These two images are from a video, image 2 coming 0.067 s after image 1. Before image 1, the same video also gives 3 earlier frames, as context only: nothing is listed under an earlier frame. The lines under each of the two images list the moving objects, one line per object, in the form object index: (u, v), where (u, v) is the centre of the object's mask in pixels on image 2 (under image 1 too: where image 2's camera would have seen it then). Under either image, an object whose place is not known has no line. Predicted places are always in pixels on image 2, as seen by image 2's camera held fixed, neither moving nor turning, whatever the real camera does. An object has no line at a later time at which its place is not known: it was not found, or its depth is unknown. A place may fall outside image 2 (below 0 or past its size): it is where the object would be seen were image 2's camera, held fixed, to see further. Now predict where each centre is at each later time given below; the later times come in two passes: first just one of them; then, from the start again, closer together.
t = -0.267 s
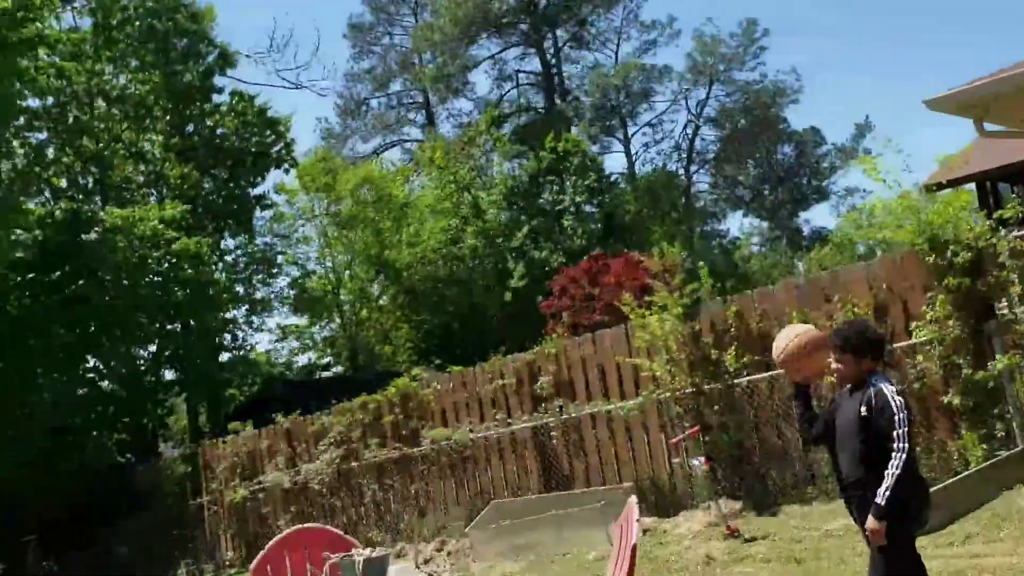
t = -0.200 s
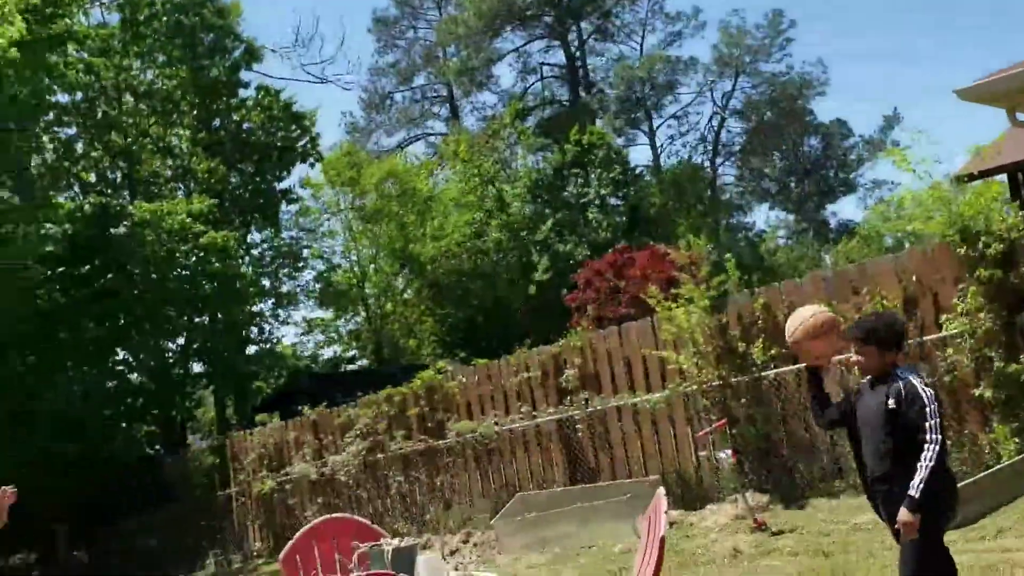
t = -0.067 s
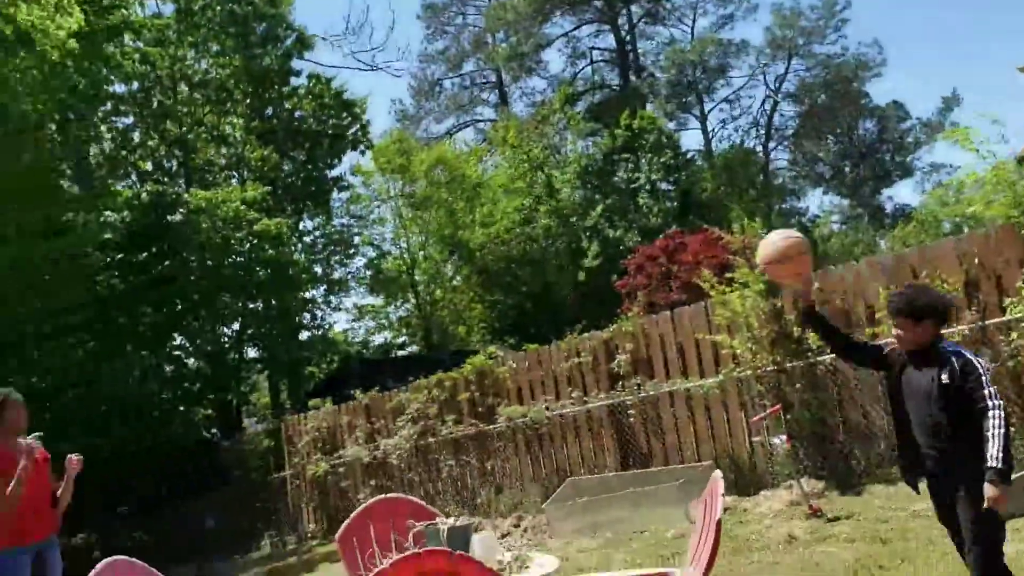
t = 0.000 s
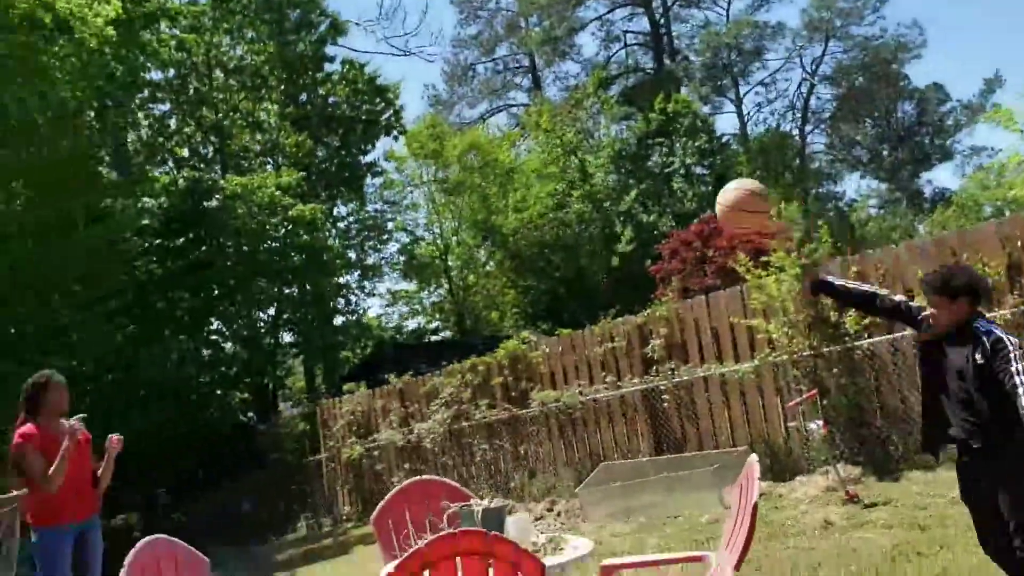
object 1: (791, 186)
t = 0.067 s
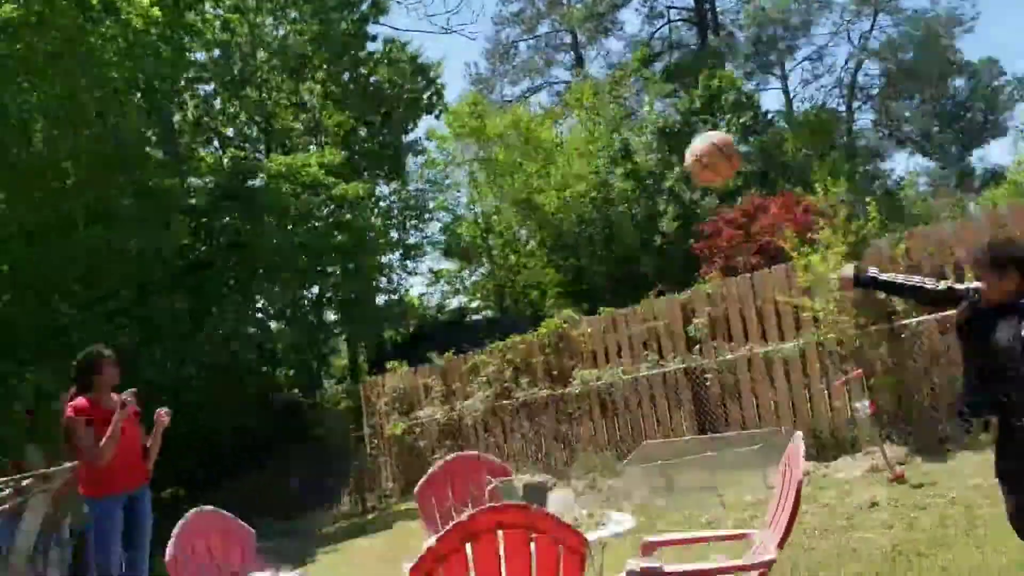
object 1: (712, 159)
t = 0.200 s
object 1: (571, 141)
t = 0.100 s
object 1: (676, 151)
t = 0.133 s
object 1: (641, 146)
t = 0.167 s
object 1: (605, 141)
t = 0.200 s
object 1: (571, 141)
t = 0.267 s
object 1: (504, 145)
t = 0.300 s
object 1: (473, 155)
